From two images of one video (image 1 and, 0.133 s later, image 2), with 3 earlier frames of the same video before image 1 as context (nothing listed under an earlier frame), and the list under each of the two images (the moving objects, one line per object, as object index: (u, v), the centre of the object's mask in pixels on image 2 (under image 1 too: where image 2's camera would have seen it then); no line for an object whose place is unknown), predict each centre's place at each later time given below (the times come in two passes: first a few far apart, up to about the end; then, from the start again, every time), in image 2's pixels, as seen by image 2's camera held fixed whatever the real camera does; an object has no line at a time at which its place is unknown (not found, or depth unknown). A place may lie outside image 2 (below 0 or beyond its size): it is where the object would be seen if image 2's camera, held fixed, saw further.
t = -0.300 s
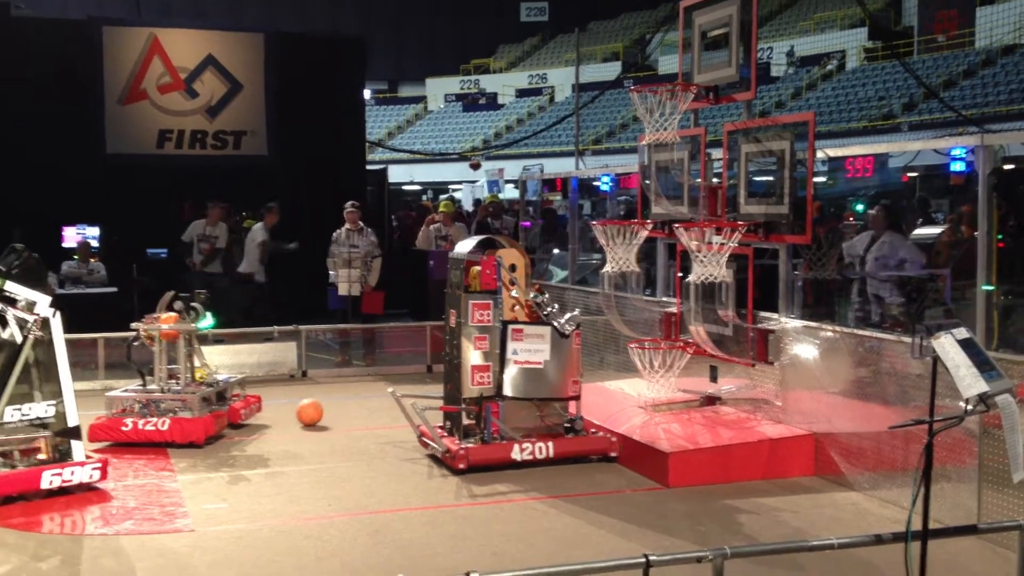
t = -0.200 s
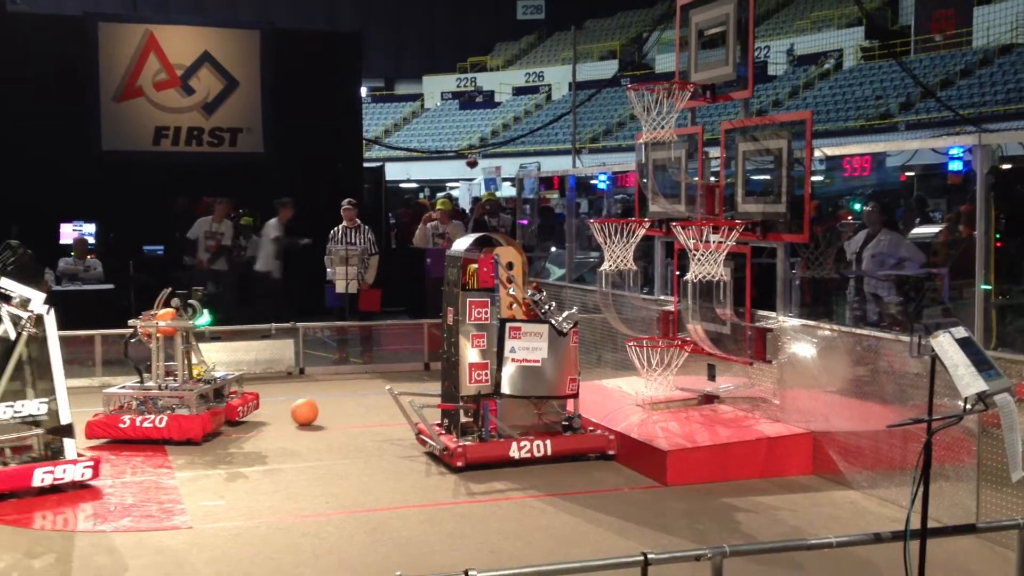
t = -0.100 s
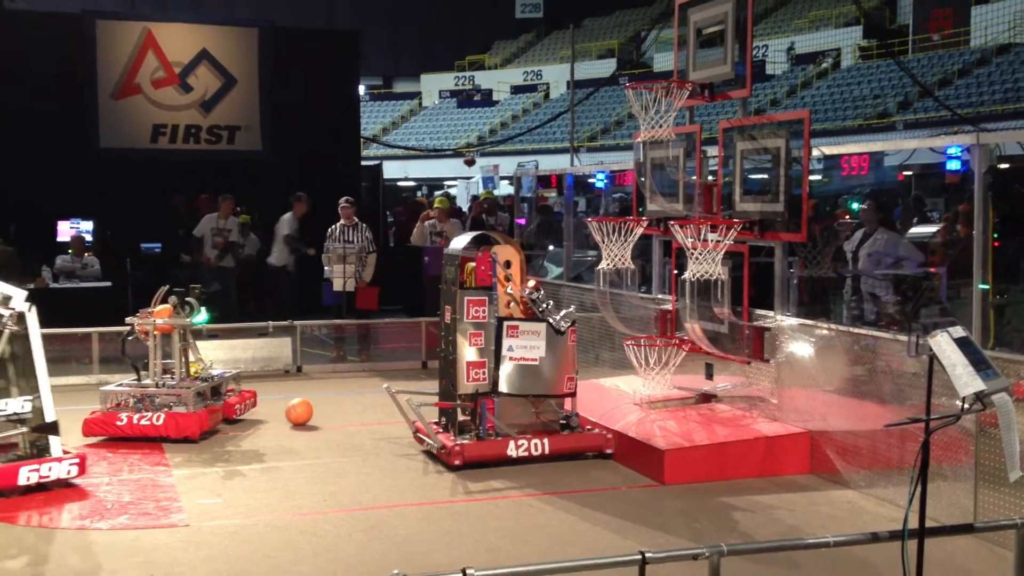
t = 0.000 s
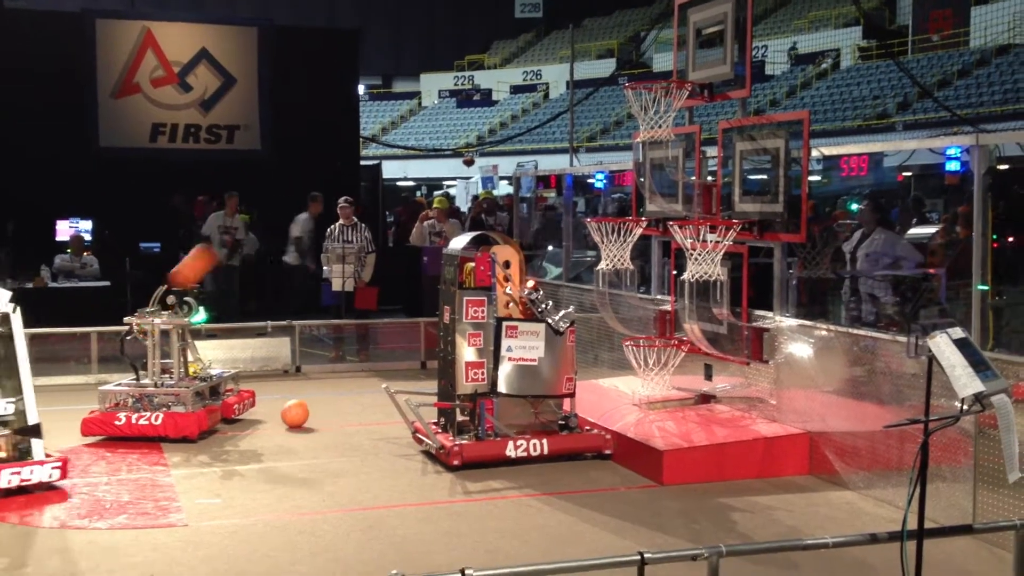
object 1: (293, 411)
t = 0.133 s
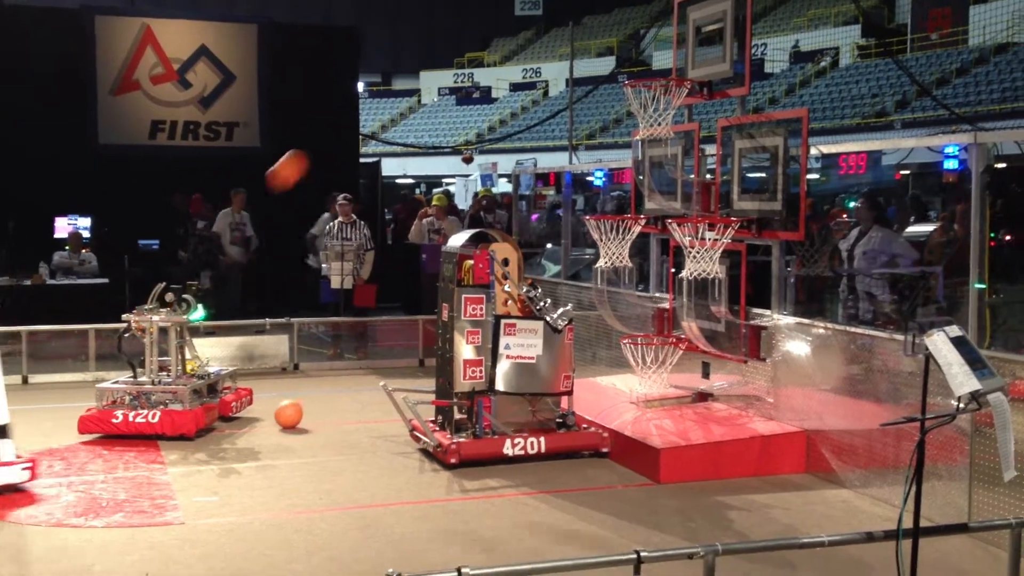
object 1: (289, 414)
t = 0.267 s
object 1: (285, 417)
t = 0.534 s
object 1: (276, 422)
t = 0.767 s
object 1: (267, 426)
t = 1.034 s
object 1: (257, 431)
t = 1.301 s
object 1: (246, 436)
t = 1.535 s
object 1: (236, 440)
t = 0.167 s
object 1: (288, 415)
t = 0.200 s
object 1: (287, 416)
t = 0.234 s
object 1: (286, 416)
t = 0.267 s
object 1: (285, 417)
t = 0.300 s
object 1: (284, 417)
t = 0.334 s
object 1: (283, 418)
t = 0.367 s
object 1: (282, 419)
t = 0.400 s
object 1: (281, 420)
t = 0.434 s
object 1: (279, 420)
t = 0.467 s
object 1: (278, 421)
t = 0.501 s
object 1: (277, 421)
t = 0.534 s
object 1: (276, 422)
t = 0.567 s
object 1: (275, 423)
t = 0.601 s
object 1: (274, 423)
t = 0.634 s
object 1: (272, 424)
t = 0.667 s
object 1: (271, 425)
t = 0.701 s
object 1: (270, 425)
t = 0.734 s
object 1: (269, 426)
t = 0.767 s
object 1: (267, 426)
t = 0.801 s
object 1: (265, 427)
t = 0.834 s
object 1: (264, 428)
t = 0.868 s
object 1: (263, 428)
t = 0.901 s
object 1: (262, 428)
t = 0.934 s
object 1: (261, 429)
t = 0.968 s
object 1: (259, 430)
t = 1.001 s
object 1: (258, 430)
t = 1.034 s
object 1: (257, 431)
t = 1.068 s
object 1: (255, 432)
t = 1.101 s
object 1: (253, 433)
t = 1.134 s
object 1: (252, 433)
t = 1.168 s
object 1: (251, 434)
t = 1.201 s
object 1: (249, 434)
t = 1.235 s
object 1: (248, 435)
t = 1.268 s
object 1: (247, 435)
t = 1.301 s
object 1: (246, 436)
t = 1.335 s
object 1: (245, 437)
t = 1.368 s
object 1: (242, 437)
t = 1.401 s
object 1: (242, 437)
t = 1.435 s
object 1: (240, 438)
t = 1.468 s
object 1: (238, 439)
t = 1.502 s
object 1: (237, 439)
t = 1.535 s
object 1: (236, 440)
